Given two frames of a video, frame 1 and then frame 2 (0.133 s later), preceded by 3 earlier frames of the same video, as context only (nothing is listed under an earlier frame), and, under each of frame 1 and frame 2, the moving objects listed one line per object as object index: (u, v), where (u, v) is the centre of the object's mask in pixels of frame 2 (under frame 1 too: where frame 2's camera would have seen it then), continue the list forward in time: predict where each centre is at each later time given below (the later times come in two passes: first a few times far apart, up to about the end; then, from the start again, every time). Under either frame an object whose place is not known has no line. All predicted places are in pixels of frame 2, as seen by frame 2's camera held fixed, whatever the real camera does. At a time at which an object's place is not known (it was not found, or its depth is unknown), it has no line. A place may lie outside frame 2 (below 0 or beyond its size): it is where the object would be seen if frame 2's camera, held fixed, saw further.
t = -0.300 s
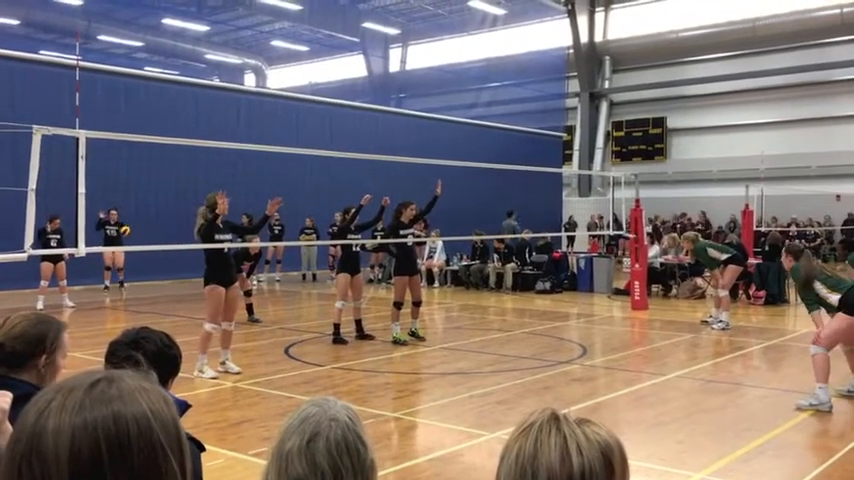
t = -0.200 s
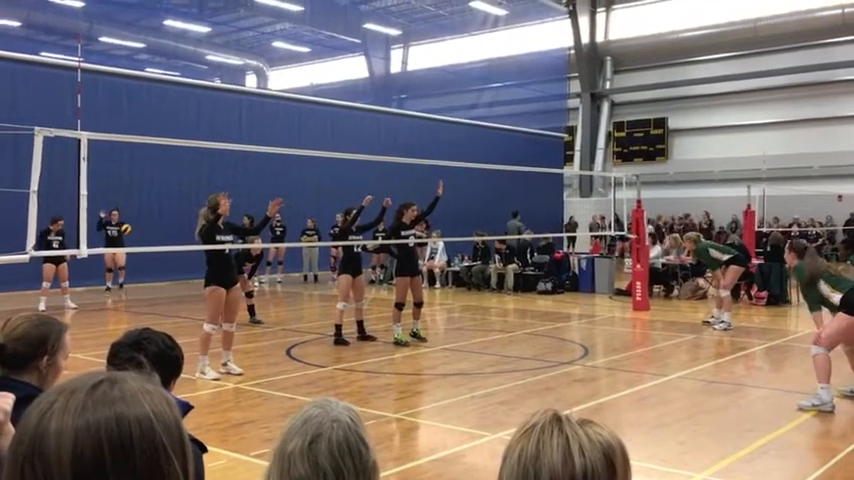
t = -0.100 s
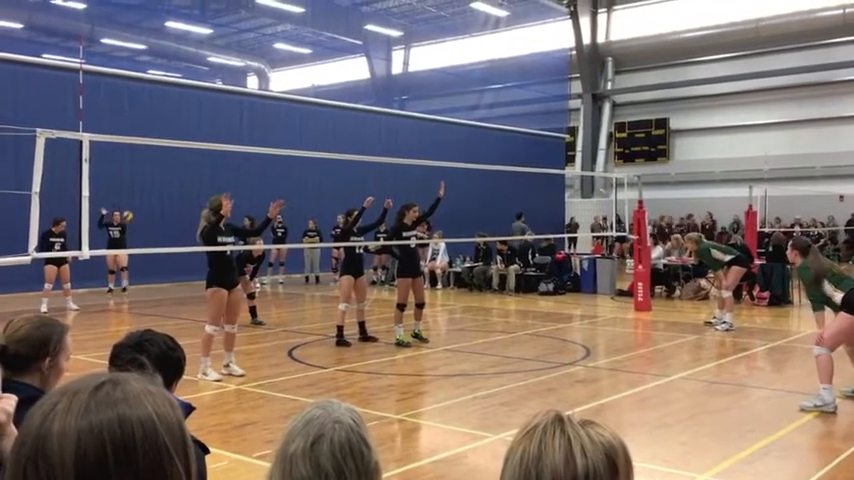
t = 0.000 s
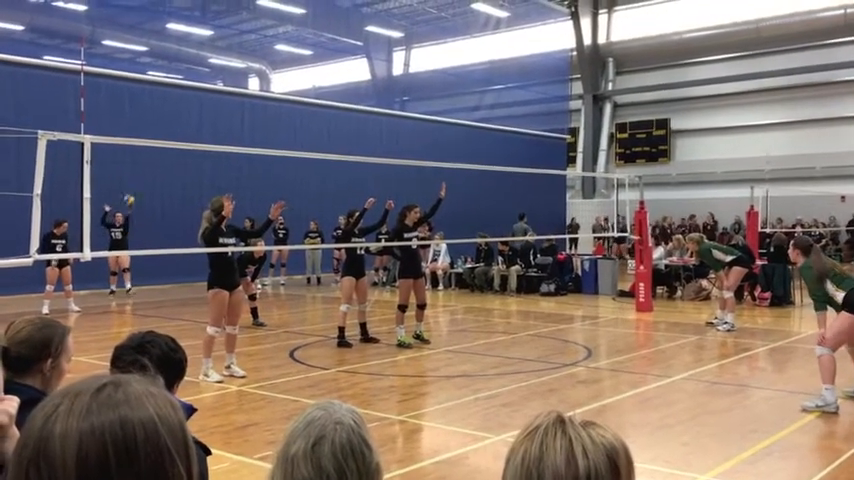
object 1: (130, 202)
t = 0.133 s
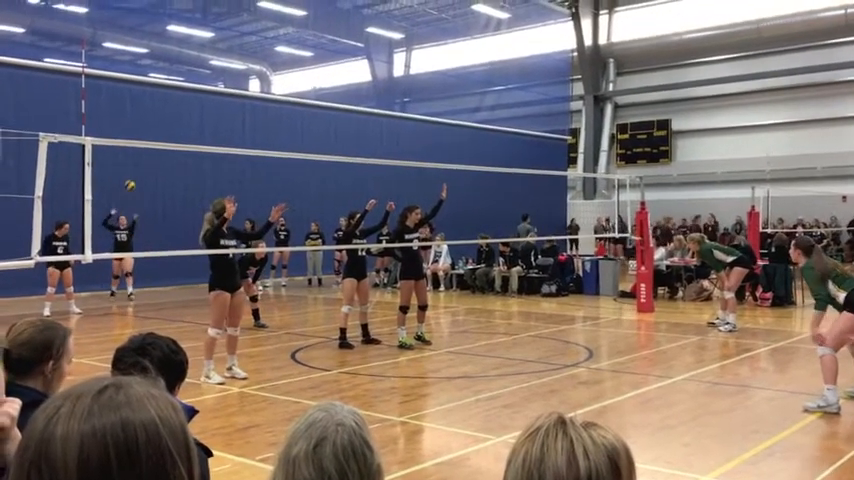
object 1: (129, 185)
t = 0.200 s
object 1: (130, 180)
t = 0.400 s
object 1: (130, 176)
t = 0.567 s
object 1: (131, 188)
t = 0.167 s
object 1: (130, 182)
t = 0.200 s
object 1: (130, 180)
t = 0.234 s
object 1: (130, 178)
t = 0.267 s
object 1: (130, 177)
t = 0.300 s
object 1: (130, 176)
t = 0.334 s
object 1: (130, 176)
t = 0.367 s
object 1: (130, 176)
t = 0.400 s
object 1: (130, 176)
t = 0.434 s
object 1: (130, 178)
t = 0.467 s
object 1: (131, 180)
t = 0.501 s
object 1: (131, 182)
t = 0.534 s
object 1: (131, 185)
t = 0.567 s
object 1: (131, 188)
